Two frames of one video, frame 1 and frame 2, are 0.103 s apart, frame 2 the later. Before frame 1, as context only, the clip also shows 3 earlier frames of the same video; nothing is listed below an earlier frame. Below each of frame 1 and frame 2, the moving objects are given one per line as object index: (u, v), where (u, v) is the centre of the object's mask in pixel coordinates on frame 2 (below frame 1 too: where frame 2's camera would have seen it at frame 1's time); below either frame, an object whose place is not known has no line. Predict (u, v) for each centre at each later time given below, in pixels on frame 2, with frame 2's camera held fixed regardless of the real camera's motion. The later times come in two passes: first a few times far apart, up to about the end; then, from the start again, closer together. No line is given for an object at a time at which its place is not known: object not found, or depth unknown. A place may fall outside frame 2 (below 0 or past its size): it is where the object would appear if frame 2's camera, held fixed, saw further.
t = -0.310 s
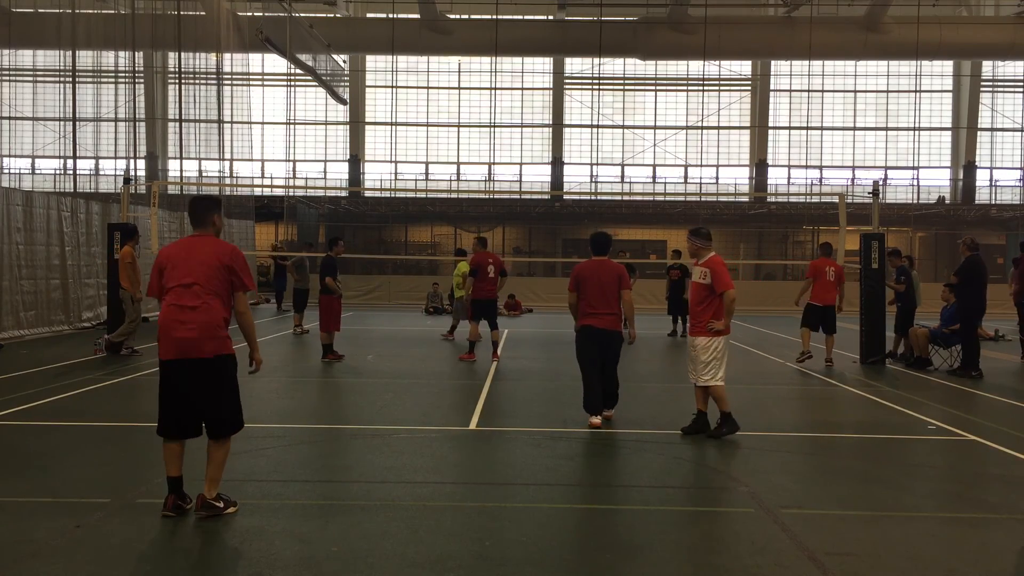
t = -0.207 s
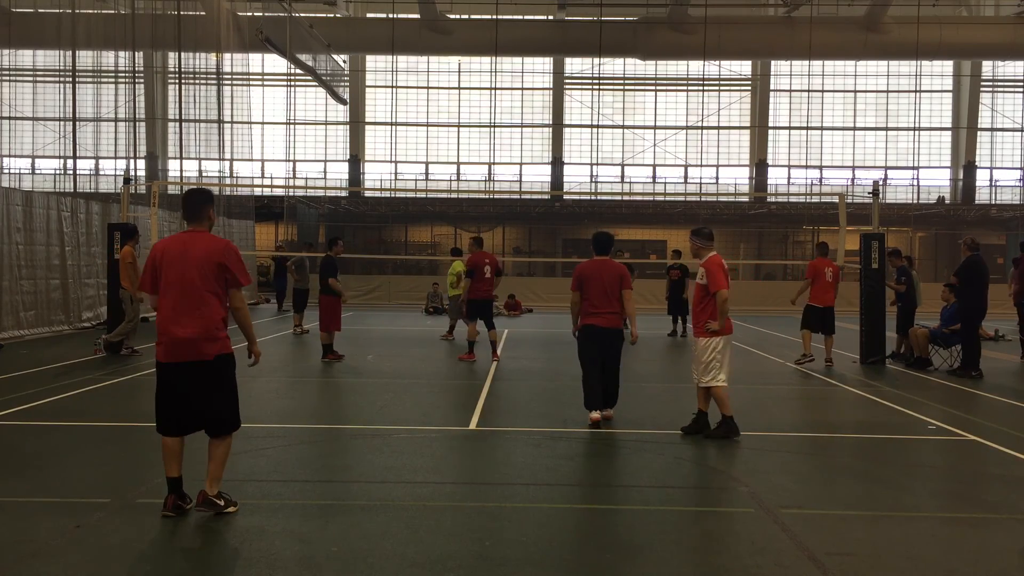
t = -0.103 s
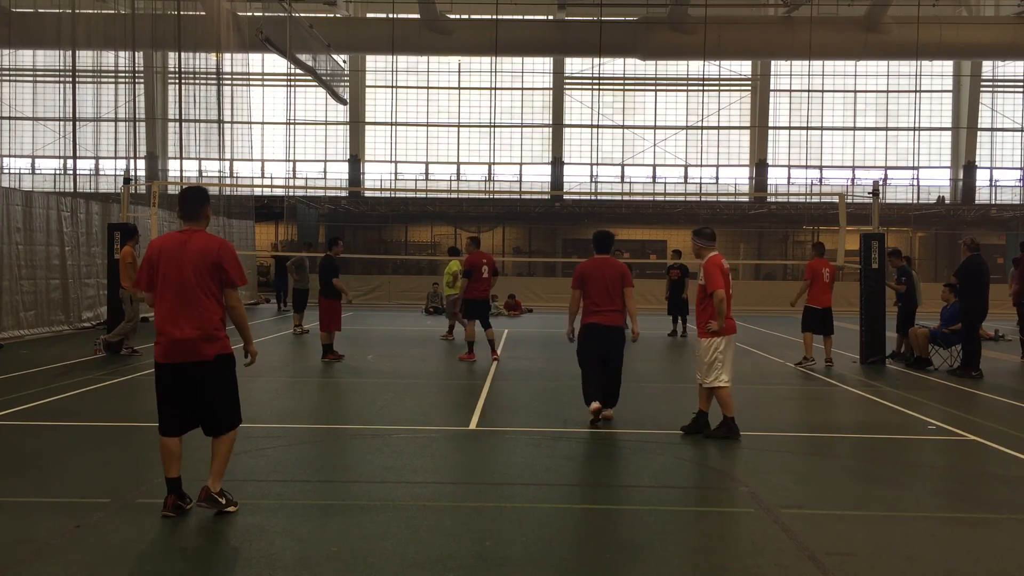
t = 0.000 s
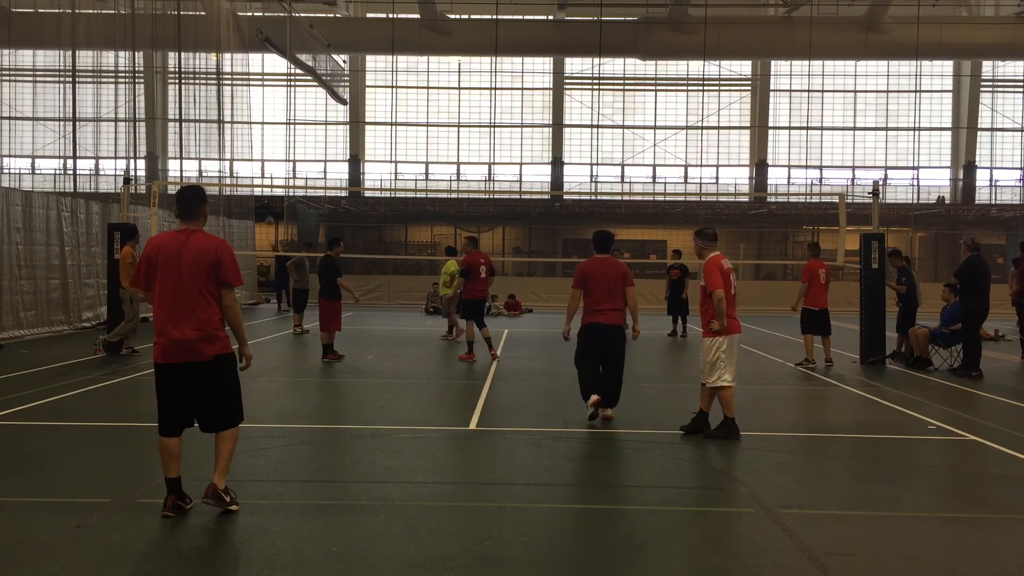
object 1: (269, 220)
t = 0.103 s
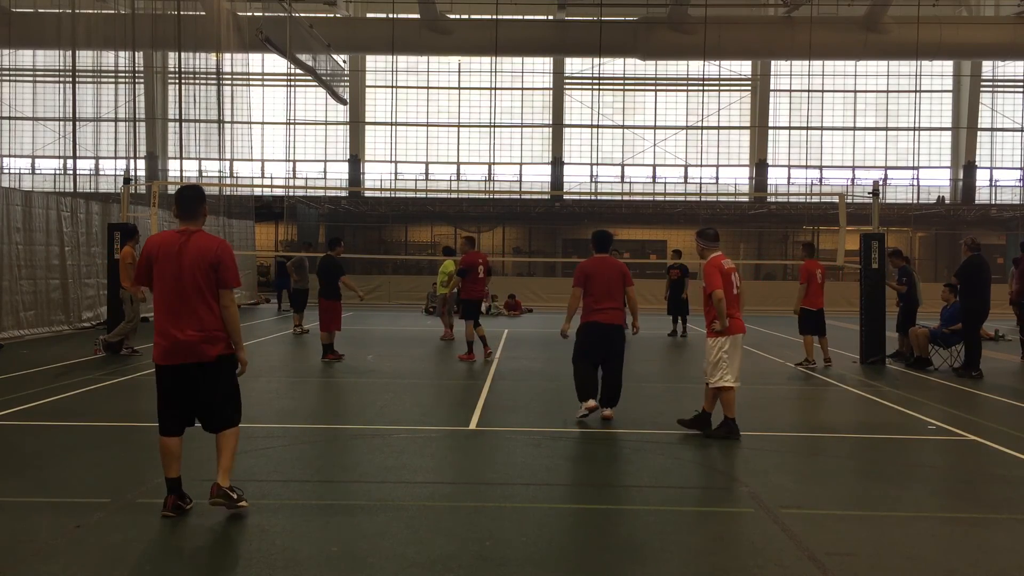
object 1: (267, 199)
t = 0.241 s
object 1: (263, 173)
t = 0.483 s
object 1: (257, 137)
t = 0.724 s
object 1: (249, 121)
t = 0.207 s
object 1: (265, 179)
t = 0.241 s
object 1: (263, 173)
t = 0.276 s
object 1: (263, 166)
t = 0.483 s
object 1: (257, 137)
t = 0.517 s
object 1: (256, 134)
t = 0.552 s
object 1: (254, 131)
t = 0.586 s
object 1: (253, 128)
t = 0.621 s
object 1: (252, 126)
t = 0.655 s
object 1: (251, 124)
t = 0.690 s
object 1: (250, 122)
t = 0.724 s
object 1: (249, 121)
